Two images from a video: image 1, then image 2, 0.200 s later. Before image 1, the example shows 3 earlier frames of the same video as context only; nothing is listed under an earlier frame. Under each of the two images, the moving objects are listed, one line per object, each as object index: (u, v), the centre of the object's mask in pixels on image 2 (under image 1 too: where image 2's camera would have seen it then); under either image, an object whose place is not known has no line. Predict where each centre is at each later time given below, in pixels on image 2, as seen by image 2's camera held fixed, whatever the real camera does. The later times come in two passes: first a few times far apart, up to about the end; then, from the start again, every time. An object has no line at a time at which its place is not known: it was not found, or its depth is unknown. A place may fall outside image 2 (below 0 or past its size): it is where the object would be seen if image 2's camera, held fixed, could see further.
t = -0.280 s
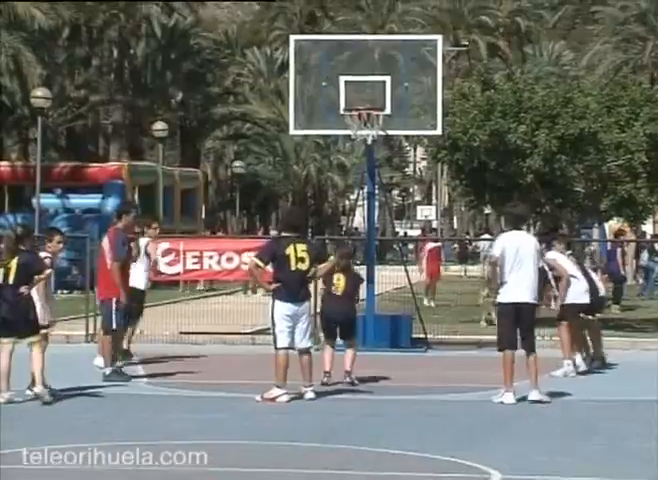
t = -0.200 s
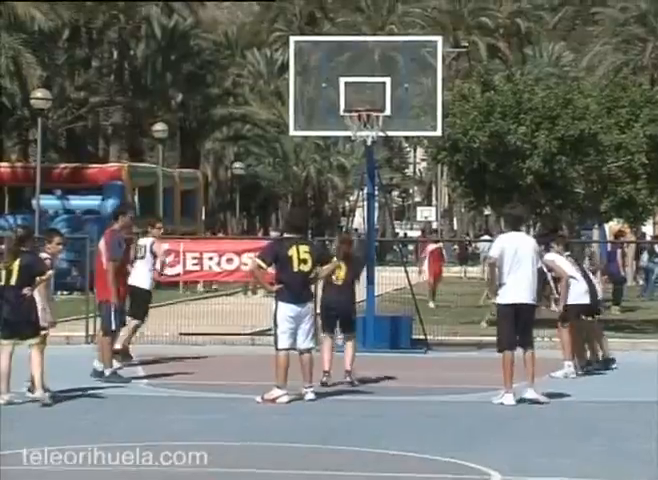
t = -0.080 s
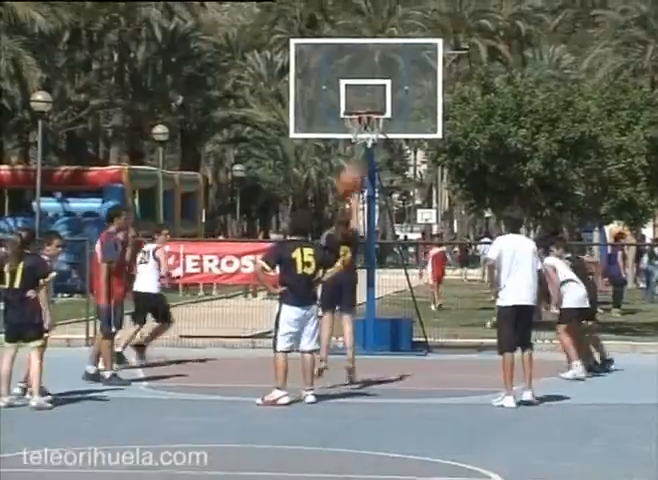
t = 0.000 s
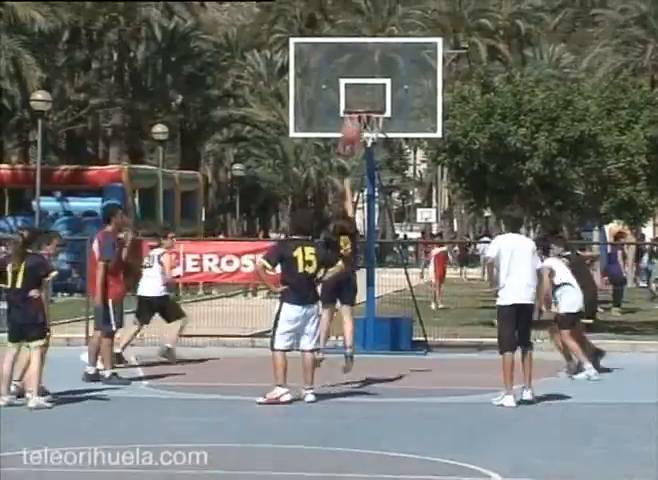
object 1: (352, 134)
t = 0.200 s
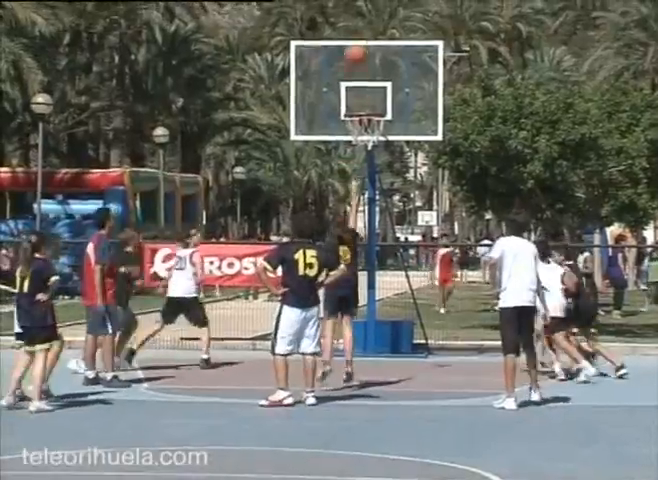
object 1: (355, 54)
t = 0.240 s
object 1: (355, 42)
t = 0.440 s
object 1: (356, 10)
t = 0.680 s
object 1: (355, 17)
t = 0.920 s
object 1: (355, 69)
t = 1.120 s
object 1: (346, 85)
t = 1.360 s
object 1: (328, 76)
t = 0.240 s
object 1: (355, 42)
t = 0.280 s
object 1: (356, 33)
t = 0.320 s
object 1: (355, 24)
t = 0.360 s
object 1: (356, 17)
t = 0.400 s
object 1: (356, 12)
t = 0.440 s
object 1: (356, 10)
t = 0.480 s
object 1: (356, 8)
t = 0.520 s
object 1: (356, 7)
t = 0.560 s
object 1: (356, 7)
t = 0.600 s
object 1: (356, 10)
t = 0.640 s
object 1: (355, 13)
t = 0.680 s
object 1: (355, 17)
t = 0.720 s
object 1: (356, 23)
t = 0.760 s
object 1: (355, 30)
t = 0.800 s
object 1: (355, 39)
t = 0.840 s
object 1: (355, 48)
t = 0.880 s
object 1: (355, 58)
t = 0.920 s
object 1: (355, 69)
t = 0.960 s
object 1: (354, 83)
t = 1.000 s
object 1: (353, 97)
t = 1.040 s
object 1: (353, 98)
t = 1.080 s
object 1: (350, 93)
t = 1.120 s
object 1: (346, 85)
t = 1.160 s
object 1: (343, 81)
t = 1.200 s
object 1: (340, 78)
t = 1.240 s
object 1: (337, 76)
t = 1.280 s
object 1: (334, 75)
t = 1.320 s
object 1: (332, 75)
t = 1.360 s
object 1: (328, 76)
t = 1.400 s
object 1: (325, 80)
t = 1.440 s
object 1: (322, 84)
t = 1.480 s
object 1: (317, 90)
